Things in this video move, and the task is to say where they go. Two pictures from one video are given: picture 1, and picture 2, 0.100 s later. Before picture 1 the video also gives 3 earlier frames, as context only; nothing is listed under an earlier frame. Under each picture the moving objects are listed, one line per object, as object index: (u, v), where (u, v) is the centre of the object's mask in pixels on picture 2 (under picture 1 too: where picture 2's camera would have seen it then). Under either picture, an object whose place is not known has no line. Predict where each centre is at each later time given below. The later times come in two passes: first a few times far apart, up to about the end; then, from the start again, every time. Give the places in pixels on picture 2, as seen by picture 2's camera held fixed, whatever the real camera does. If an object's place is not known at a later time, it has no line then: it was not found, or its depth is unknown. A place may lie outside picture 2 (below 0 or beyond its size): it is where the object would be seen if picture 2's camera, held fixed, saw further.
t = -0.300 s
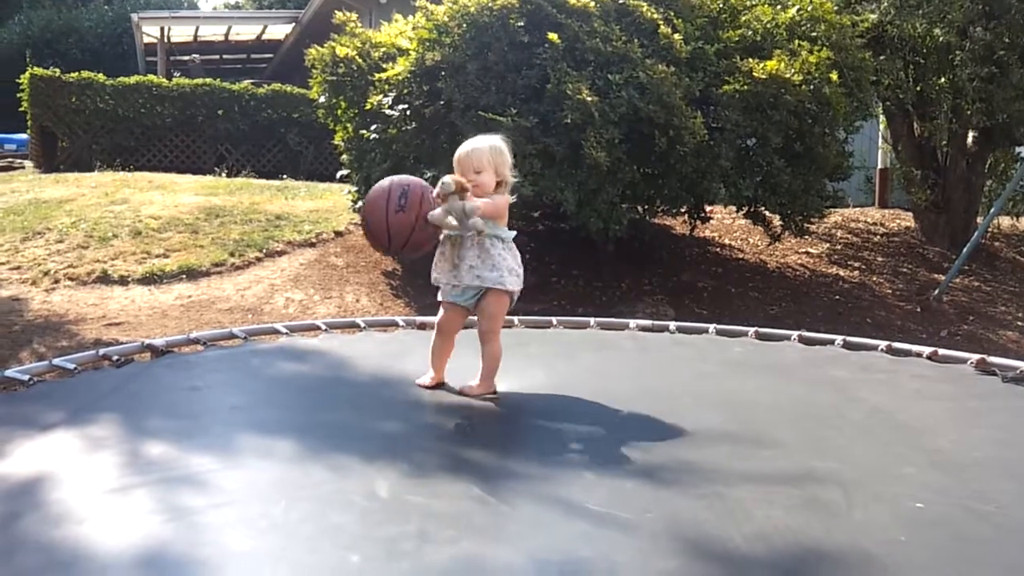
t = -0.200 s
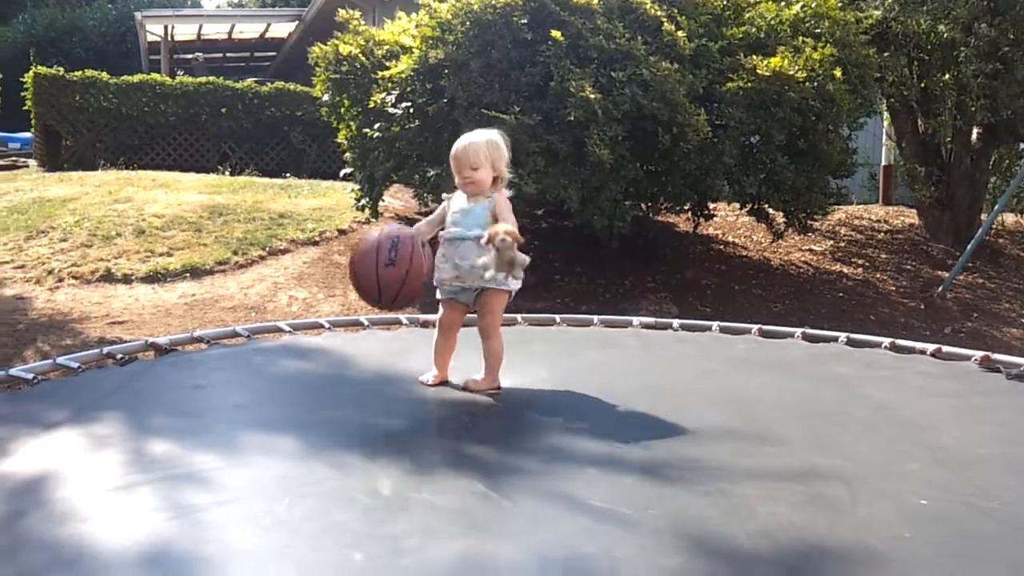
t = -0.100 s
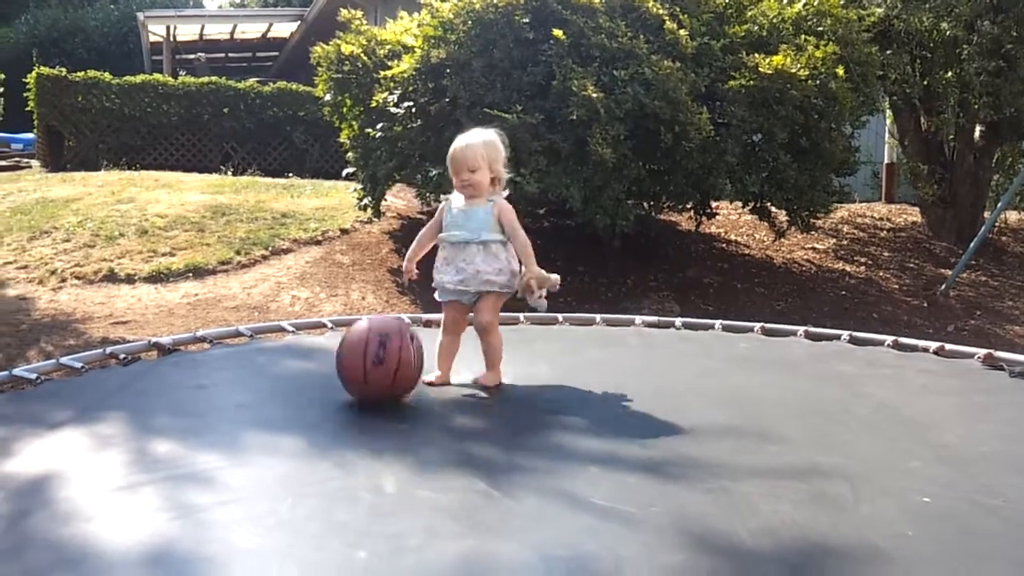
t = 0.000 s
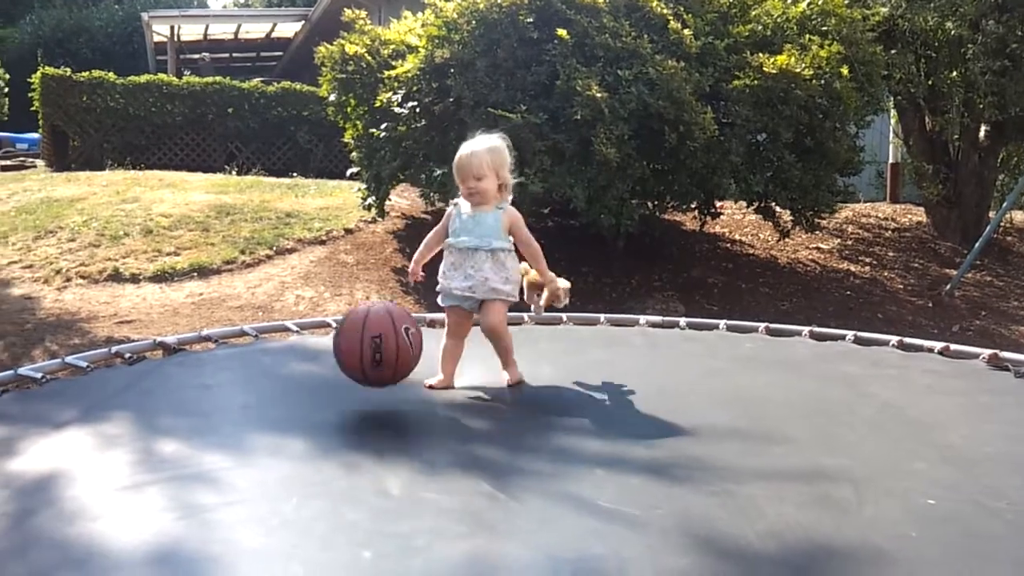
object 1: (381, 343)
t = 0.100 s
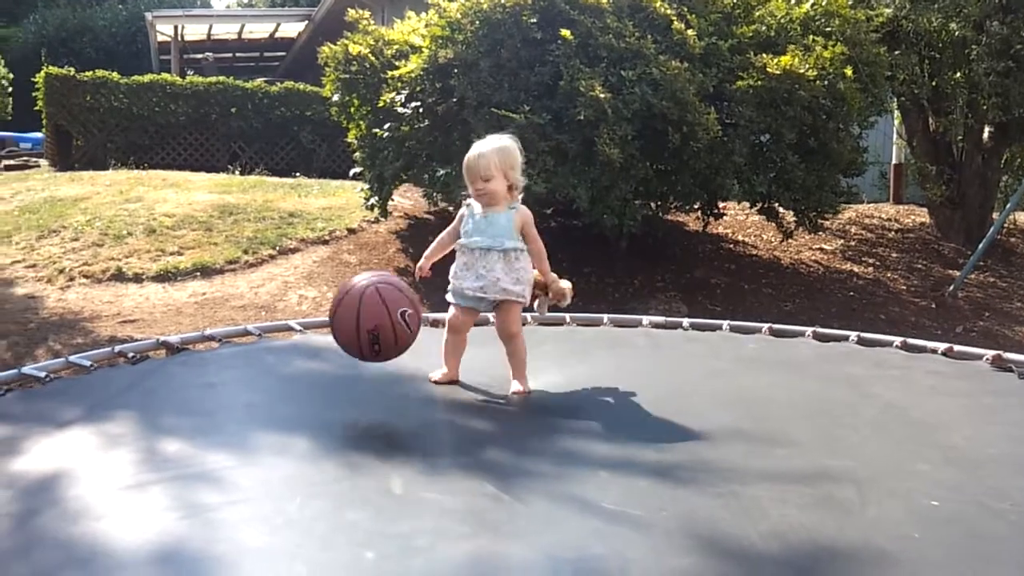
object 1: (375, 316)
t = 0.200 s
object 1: (368, 326)
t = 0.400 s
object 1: (352, 374)
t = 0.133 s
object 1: (373, 315)
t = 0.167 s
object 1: (371, 318)
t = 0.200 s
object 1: (368, 326)
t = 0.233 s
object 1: (366, 338)
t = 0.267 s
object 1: (363, 354)
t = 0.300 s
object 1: (360, 375)
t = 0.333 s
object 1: (357, 386)
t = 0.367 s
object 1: (354, 381)
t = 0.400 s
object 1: (352, 374)
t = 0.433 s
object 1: (349, 370)
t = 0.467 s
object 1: (347, 370)
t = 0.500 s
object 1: (345, 376)
